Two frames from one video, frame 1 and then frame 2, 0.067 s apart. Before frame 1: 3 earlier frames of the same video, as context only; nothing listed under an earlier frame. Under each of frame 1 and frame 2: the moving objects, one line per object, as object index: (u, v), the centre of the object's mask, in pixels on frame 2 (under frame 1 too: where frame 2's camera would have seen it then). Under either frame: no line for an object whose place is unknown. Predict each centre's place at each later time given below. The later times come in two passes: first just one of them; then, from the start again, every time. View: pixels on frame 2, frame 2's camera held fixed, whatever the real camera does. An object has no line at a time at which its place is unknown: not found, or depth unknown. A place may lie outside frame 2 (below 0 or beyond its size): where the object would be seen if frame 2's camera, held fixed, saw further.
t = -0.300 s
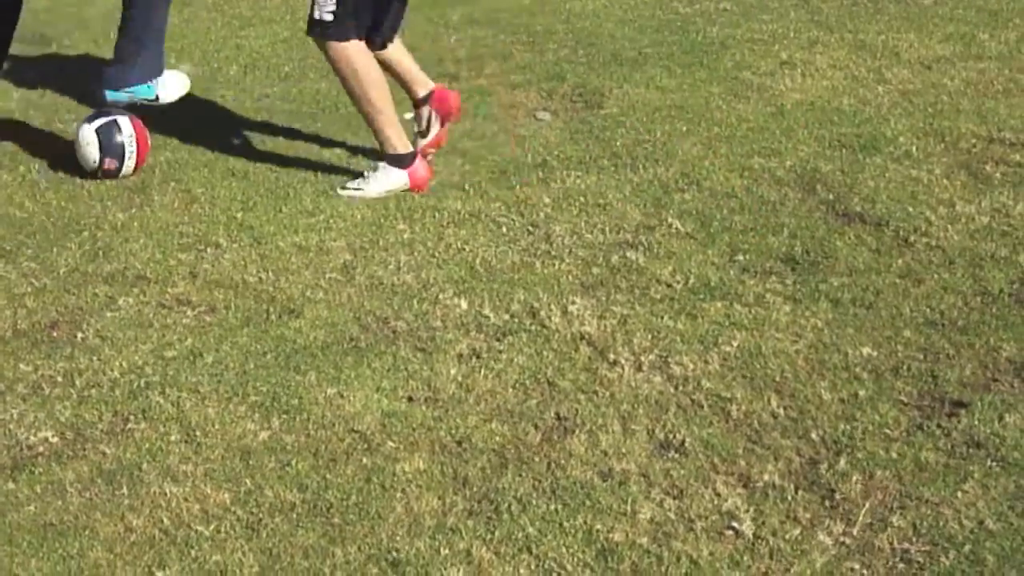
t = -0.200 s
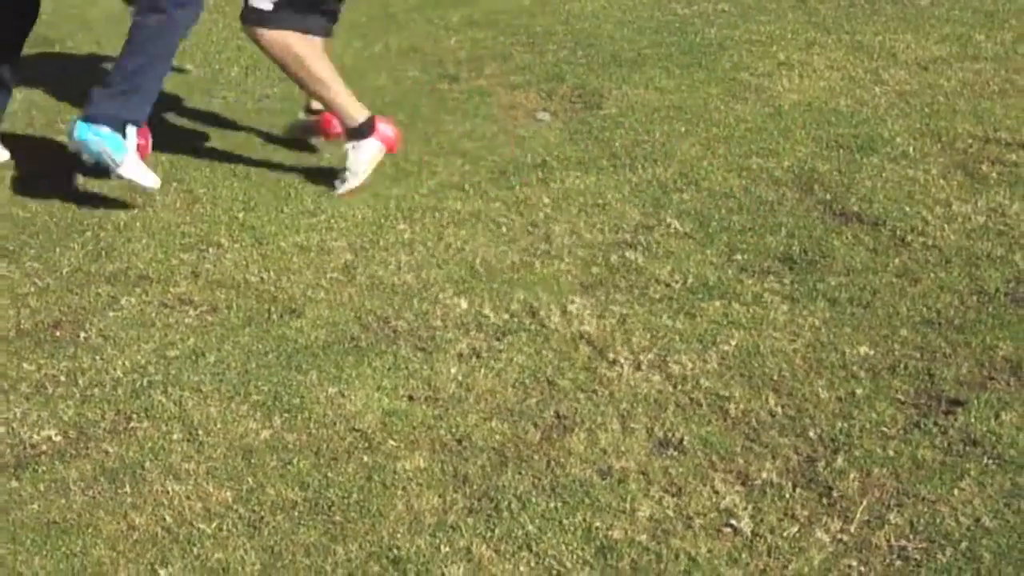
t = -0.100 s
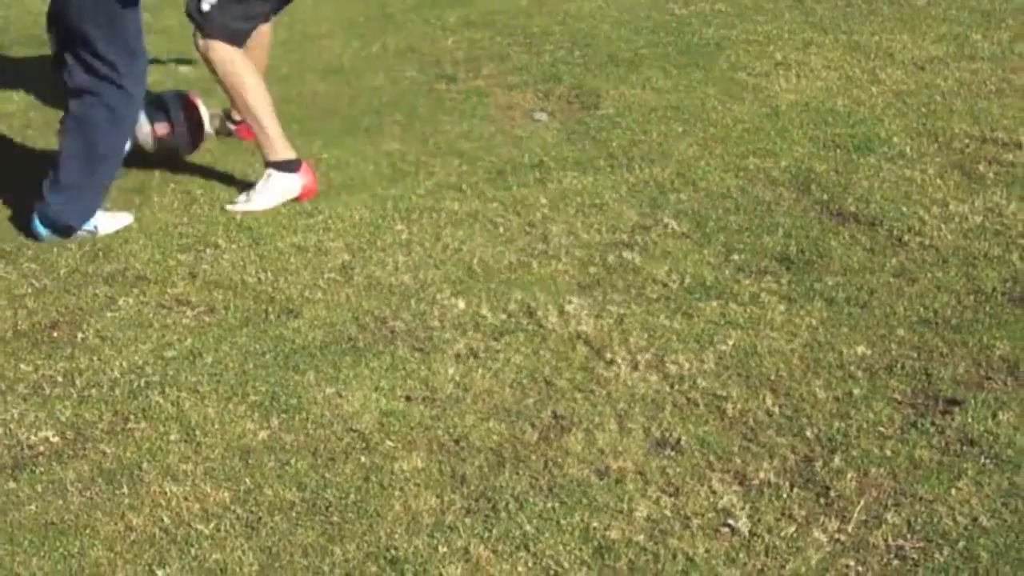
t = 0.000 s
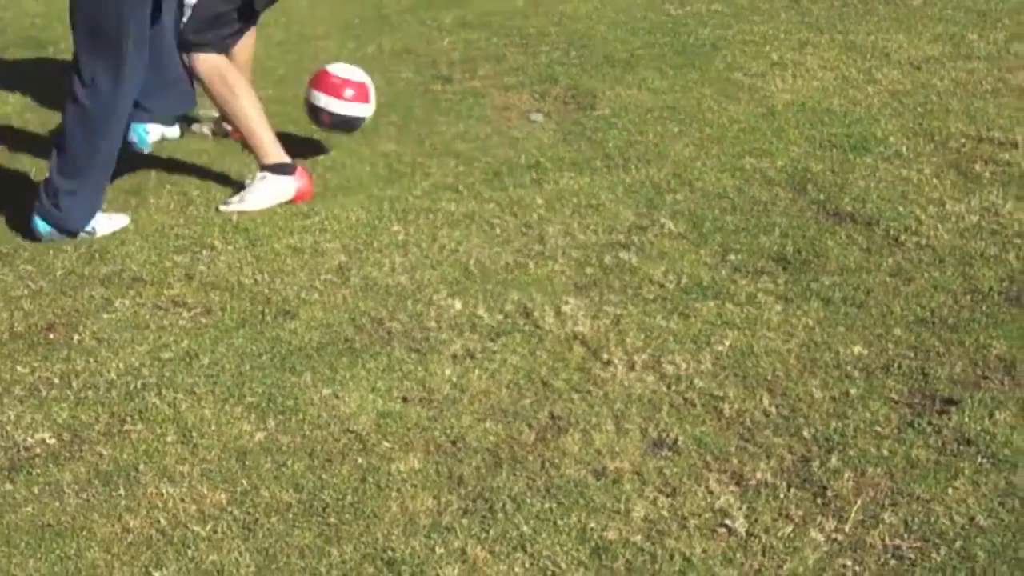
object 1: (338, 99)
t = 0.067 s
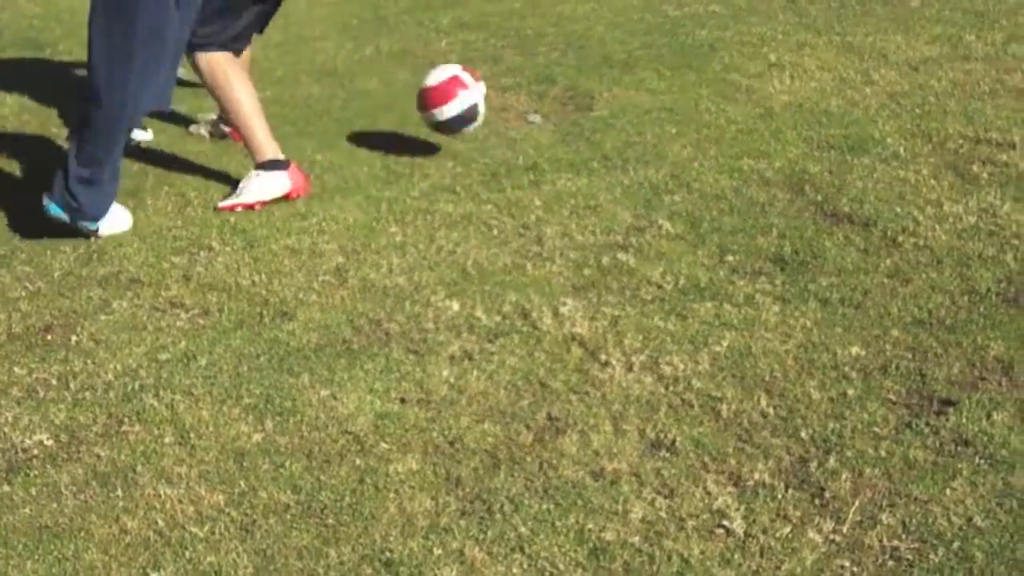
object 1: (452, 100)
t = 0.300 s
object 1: (797, 104)
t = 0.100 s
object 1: (509, 105)
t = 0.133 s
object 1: (566, 113)
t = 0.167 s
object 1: (621, 123)
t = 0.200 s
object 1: (666, 119)
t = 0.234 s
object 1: (711, 110)
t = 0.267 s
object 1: (754, 106)
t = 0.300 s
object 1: (797, 104)
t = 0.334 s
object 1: (839, 107)
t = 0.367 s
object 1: (882, 111)
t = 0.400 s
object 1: (921, 113)
